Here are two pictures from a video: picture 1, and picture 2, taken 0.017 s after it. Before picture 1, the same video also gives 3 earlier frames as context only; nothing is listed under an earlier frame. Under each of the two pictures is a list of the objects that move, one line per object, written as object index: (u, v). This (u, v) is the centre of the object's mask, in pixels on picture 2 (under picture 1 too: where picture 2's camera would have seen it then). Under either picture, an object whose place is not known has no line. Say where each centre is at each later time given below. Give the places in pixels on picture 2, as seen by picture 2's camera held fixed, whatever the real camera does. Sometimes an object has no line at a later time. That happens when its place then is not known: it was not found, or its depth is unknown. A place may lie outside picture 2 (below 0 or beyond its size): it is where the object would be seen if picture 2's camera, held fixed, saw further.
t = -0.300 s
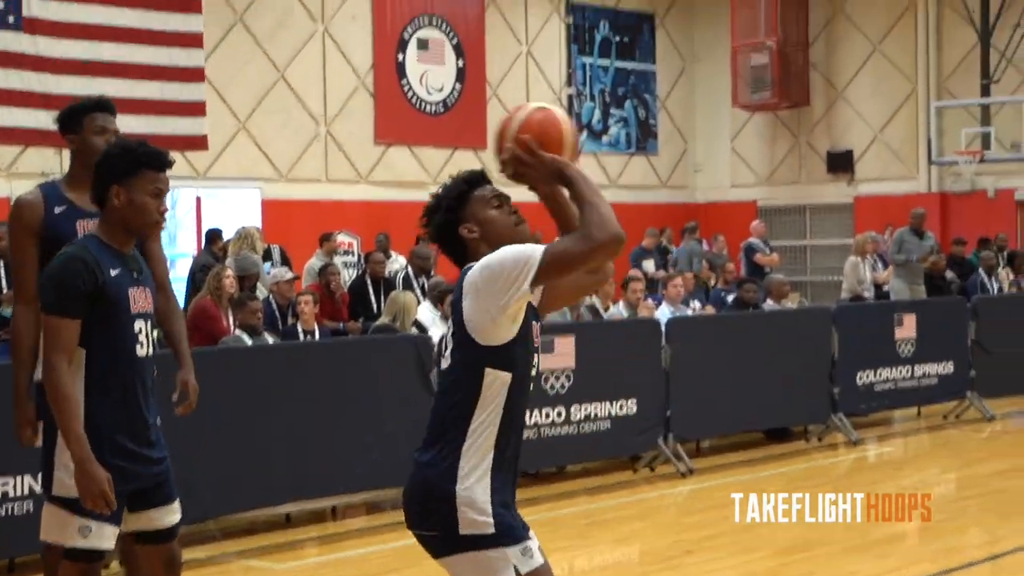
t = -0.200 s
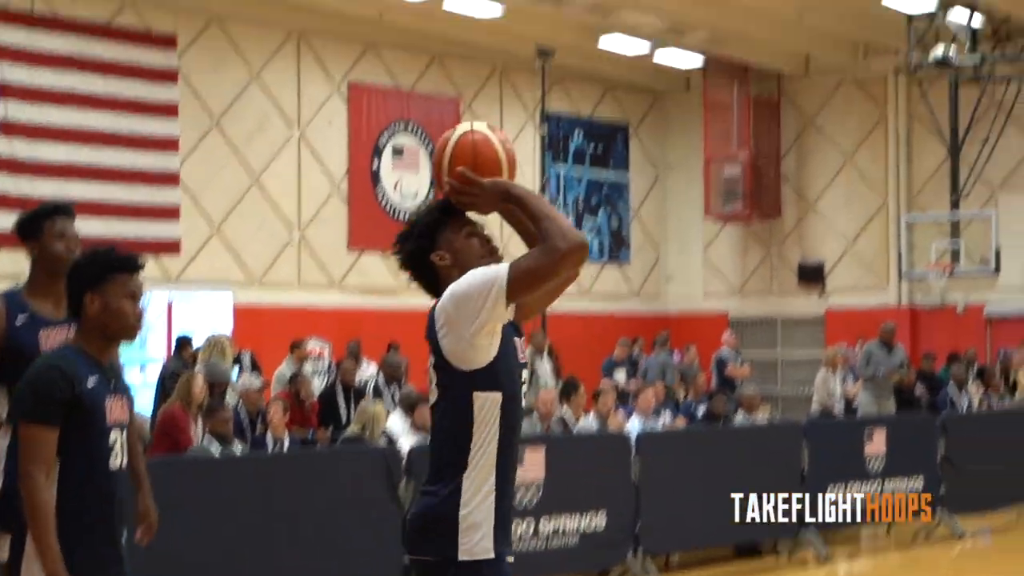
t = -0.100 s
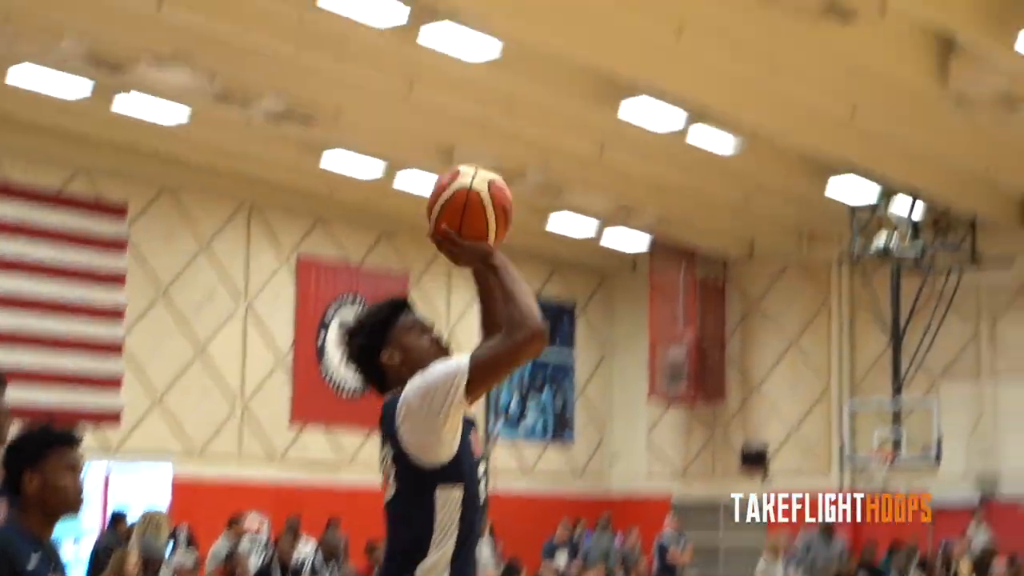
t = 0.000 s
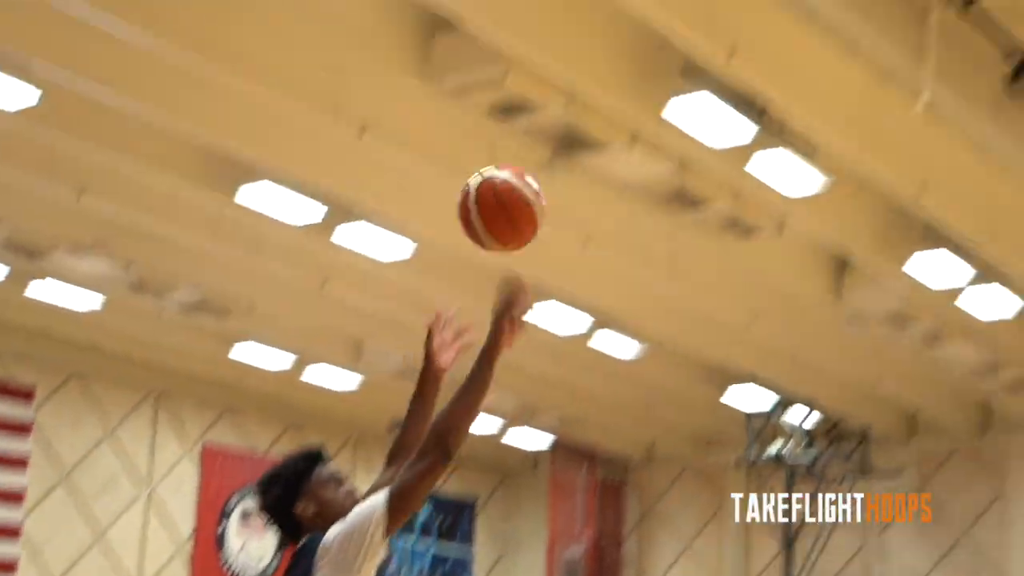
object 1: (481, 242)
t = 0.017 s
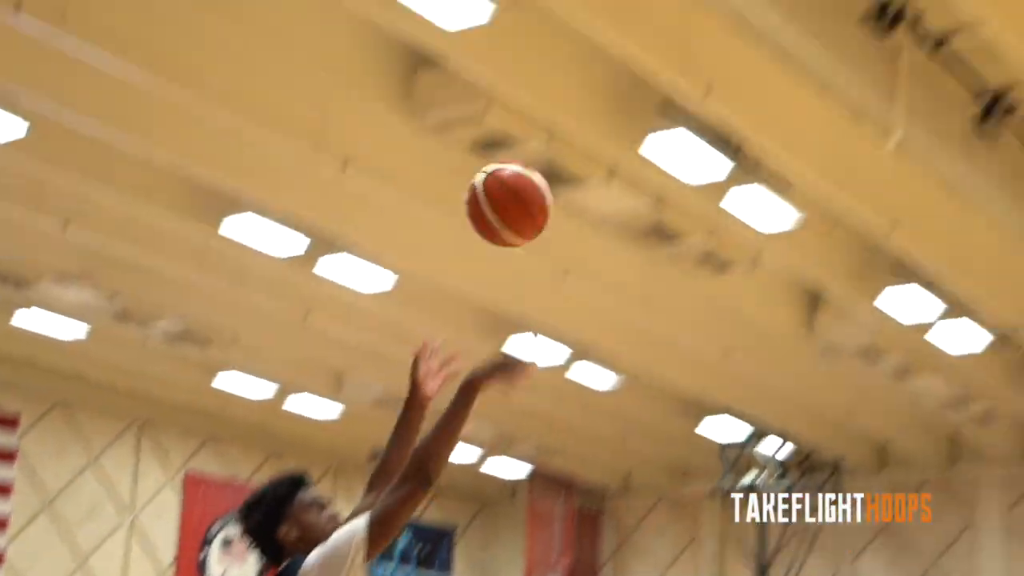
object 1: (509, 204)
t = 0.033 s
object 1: (538, 166)
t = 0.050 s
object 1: (568, 128)
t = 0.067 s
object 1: (598, 90)
